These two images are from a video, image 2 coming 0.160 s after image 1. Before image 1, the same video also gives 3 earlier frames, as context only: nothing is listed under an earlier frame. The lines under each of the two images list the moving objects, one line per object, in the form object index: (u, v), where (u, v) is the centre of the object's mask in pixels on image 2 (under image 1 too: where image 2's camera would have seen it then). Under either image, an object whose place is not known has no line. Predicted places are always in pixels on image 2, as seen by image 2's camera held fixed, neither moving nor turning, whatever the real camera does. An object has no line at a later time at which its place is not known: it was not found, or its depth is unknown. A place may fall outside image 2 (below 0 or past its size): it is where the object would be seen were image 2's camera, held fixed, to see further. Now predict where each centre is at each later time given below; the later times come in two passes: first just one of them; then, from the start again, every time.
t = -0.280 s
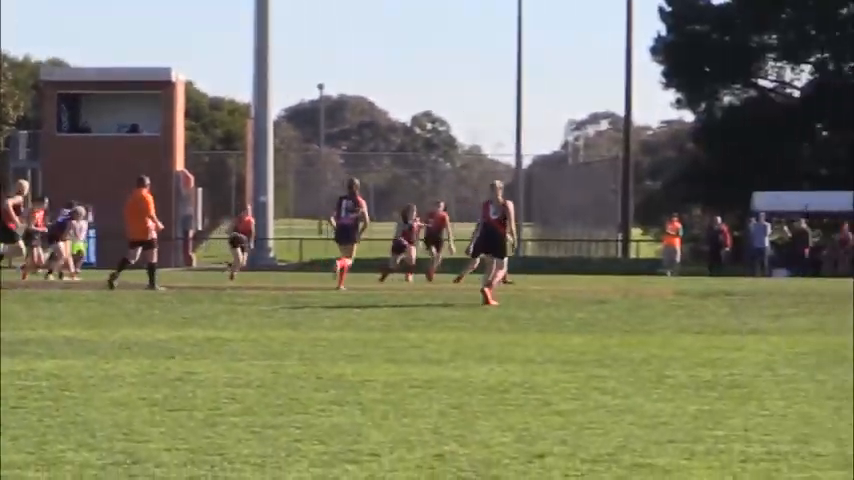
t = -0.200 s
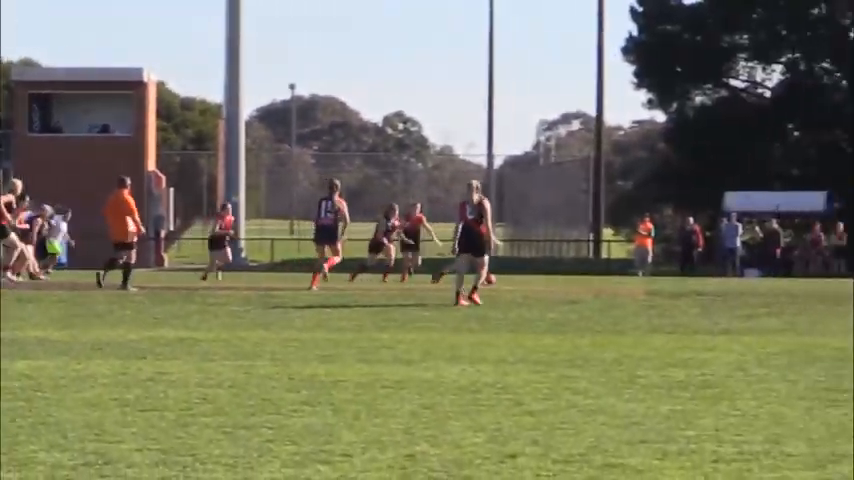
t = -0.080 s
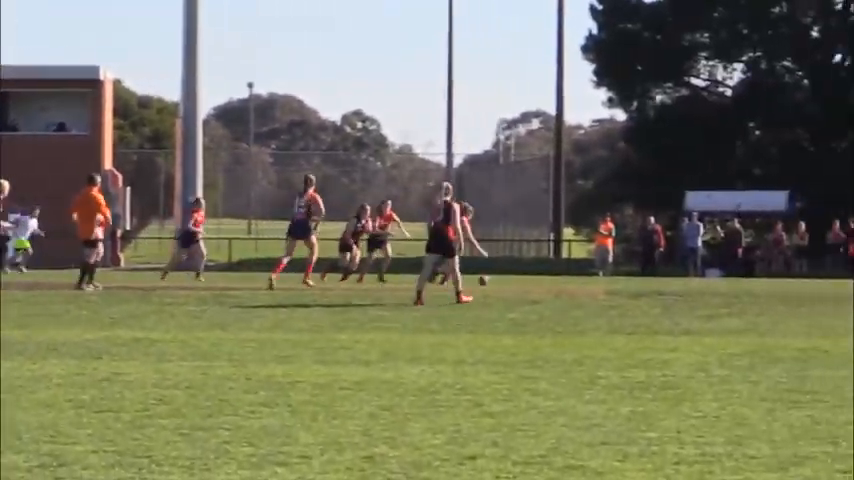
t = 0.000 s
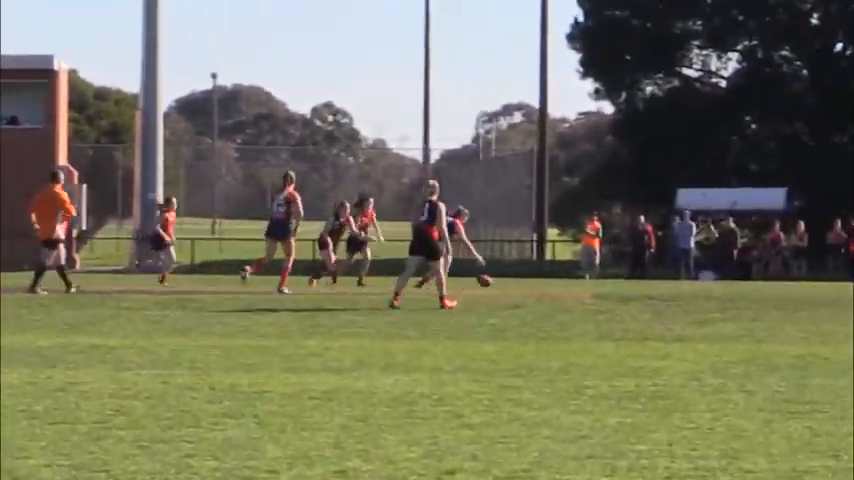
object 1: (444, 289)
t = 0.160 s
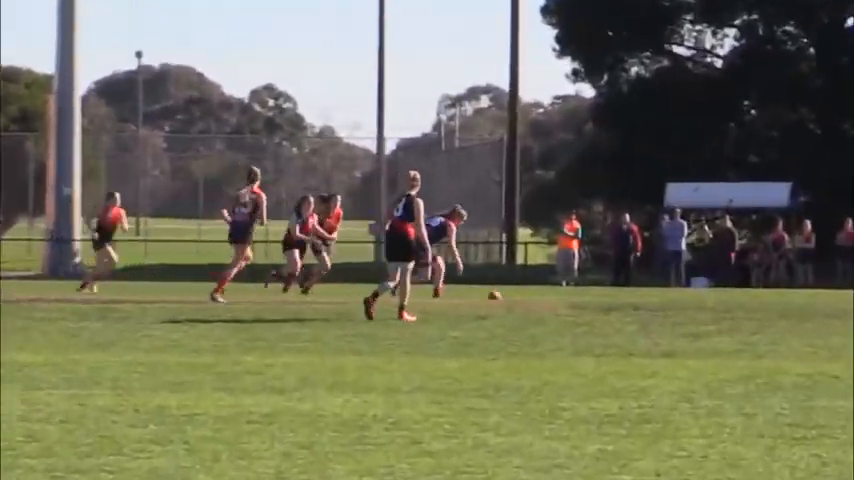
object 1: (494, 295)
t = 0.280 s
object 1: (533, 284)
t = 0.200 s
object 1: (508, 293)
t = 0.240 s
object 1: (520, 289)
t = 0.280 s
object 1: (533, 284)
